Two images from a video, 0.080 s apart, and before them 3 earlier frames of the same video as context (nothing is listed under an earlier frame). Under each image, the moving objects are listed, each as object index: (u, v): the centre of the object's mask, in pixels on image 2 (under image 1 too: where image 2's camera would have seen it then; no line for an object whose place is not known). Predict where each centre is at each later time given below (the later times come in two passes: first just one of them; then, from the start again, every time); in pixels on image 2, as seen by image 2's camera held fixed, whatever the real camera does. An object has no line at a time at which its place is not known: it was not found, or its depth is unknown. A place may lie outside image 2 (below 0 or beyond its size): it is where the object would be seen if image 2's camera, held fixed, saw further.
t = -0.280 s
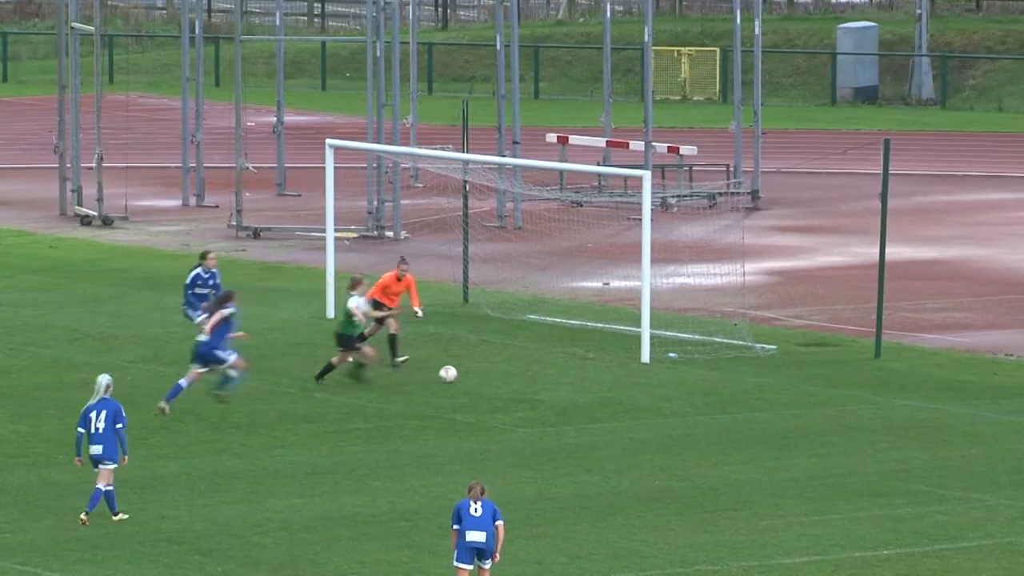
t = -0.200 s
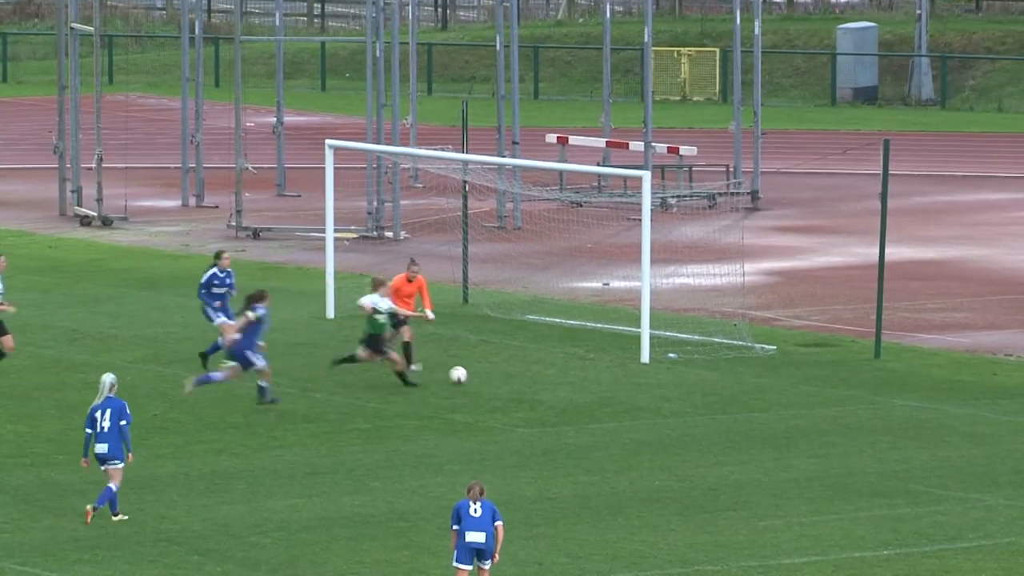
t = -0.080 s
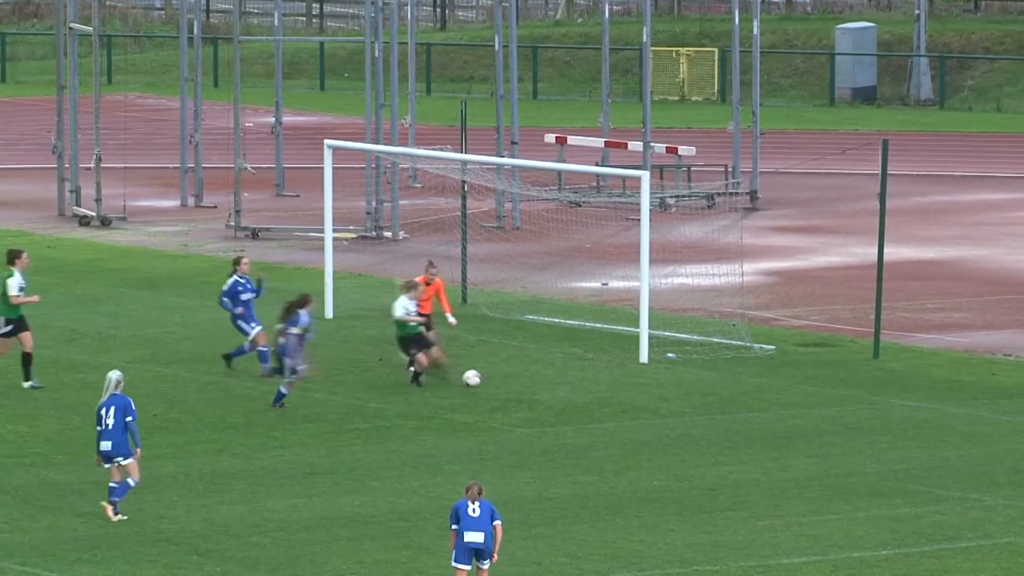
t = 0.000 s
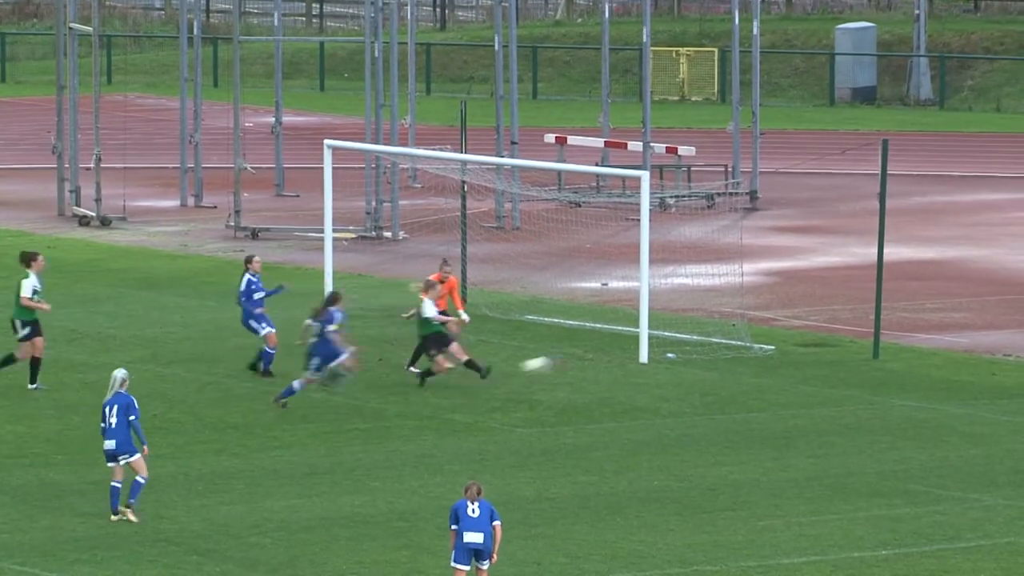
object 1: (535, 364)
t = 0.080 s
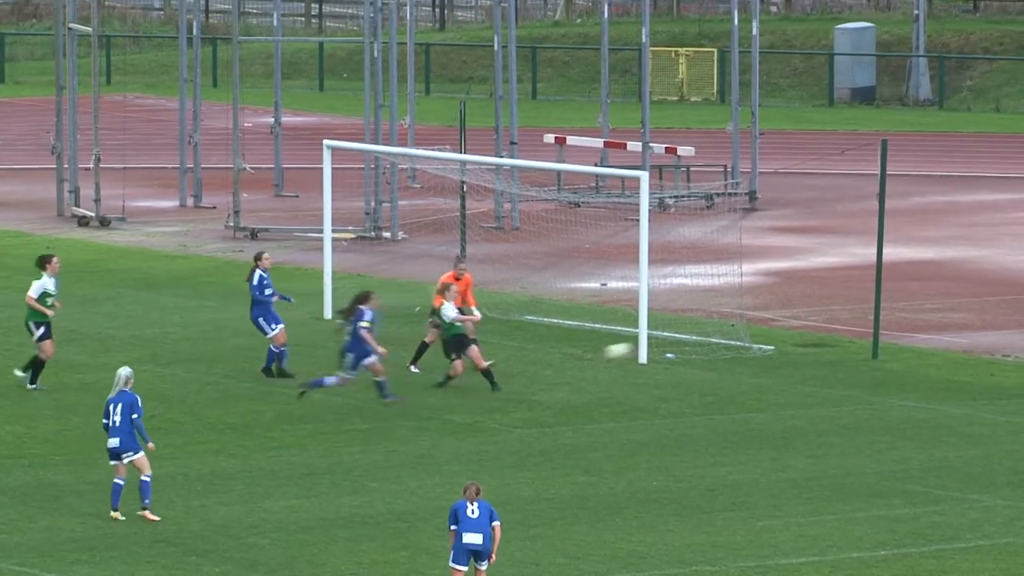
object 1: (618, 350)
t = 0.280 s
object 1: (825, 327)
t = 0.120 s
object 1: (661, 345)
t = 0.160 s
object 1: (700, 339)
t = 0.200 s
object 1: (742, 334)
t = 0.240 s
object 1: (783, 331)
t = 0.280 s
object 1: (825, 327)
